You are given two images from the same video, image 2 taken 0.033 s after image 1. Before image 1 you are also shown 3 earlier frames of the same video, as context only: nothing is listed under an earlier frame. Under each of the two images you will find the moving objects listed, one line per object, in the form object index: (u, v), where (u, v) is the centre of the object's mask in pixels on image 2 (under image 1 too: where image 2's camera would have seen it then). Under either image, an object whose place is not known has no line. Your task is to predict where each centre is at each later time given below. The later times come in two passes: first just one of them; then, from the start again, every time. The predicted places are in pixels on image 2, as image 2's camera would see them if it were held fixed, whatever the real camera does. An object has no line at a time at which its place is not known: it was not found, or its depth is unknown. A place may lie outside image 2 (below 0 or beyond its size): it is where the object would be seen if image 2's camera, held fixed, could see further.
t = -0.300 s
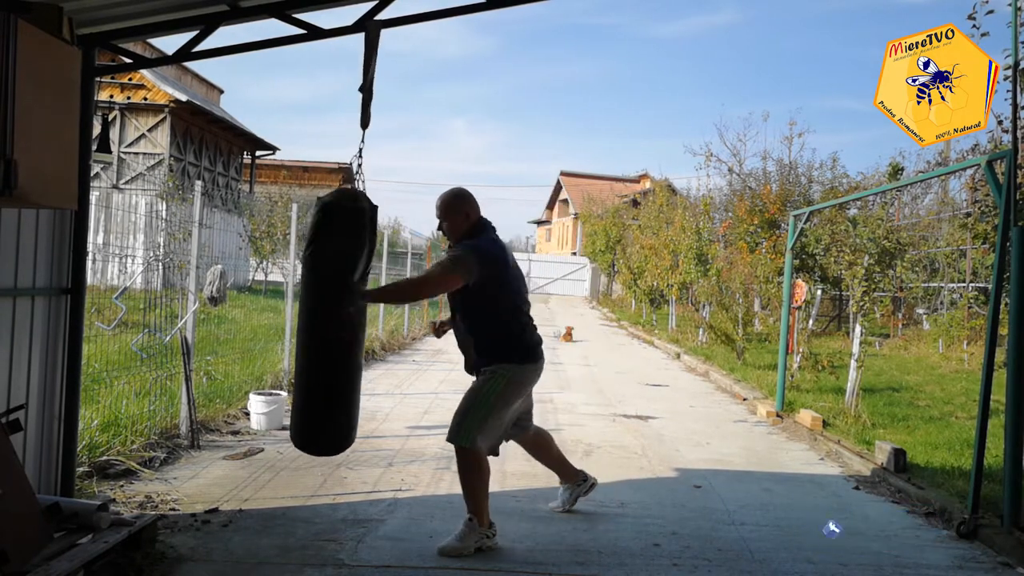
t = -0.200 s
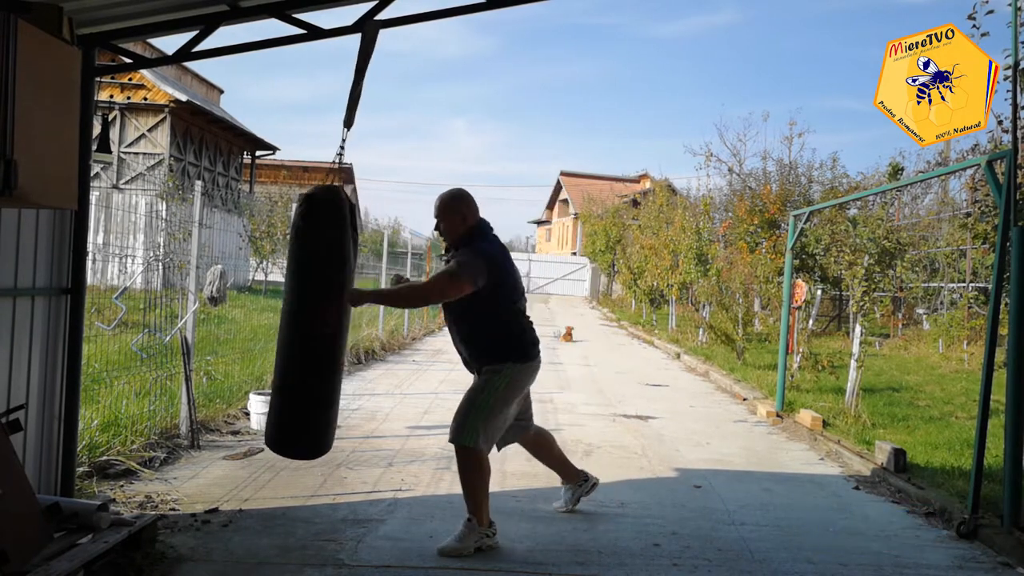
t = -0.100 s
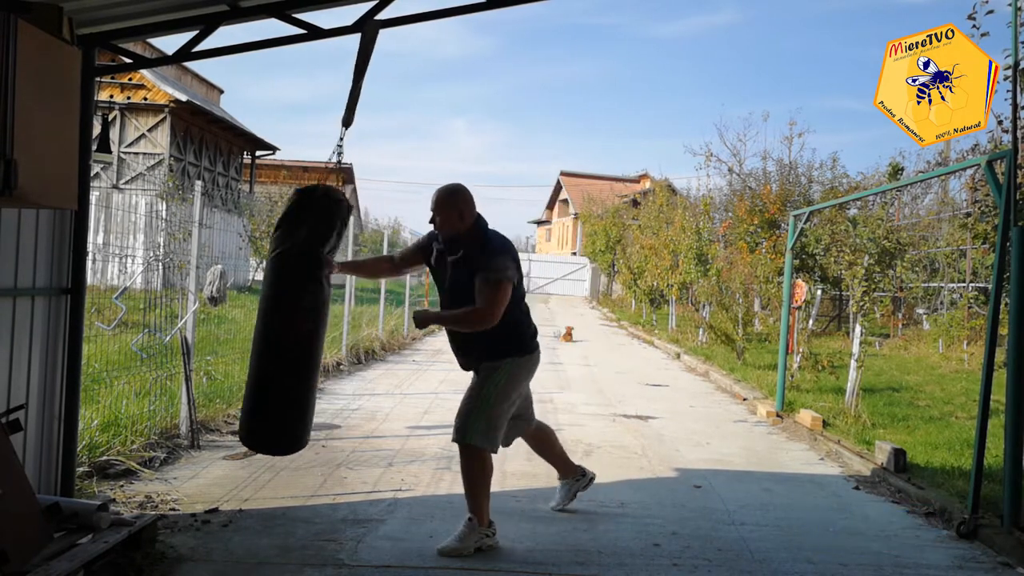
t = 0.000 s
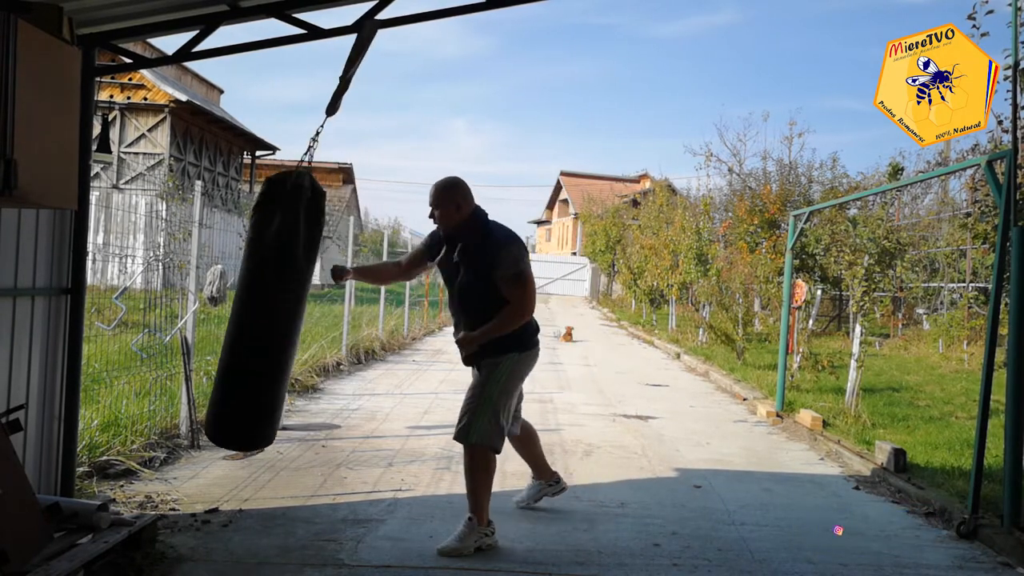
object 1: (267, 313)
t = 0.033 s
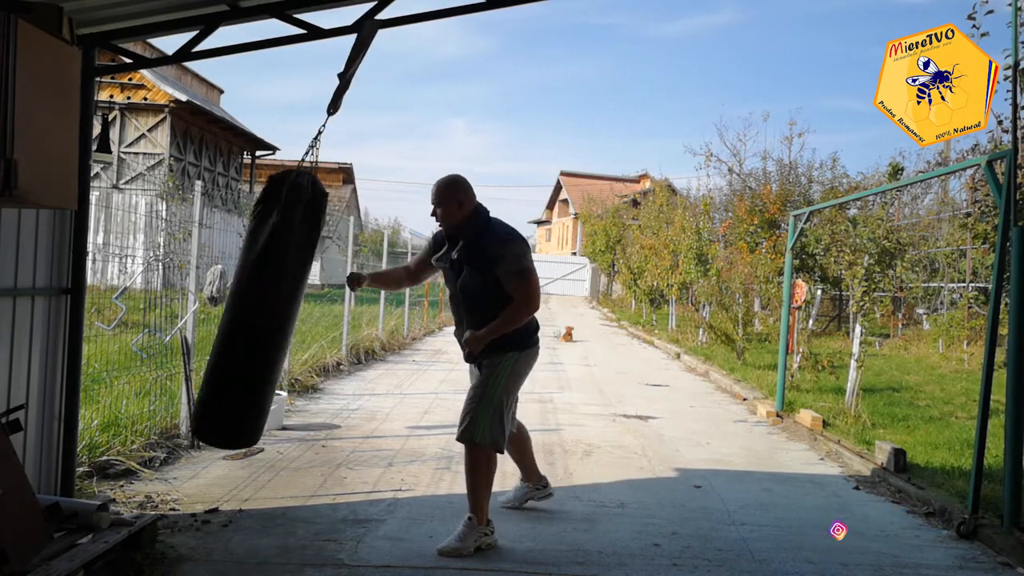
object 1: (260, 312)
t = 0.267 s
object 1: (231, 311)
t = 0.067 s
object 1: (255, 312)
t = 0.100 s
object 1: (249, 312)
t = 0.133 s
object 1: (244, 314)
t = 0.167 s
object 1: (239, 315)
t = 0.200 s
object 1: (236, 314)
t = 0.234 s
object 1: (233, 313)
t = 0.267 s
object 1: (231, 311)
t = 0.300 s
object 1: (230, 310)
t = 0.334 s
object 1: (229, 310)
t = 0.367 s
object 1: (229, 311)
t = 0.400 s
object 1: (230, 311)
